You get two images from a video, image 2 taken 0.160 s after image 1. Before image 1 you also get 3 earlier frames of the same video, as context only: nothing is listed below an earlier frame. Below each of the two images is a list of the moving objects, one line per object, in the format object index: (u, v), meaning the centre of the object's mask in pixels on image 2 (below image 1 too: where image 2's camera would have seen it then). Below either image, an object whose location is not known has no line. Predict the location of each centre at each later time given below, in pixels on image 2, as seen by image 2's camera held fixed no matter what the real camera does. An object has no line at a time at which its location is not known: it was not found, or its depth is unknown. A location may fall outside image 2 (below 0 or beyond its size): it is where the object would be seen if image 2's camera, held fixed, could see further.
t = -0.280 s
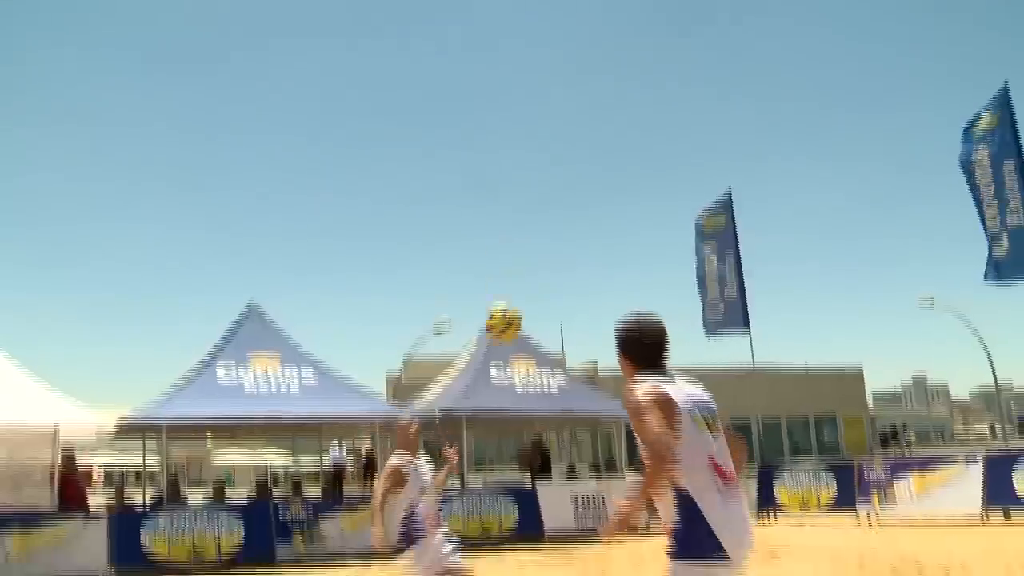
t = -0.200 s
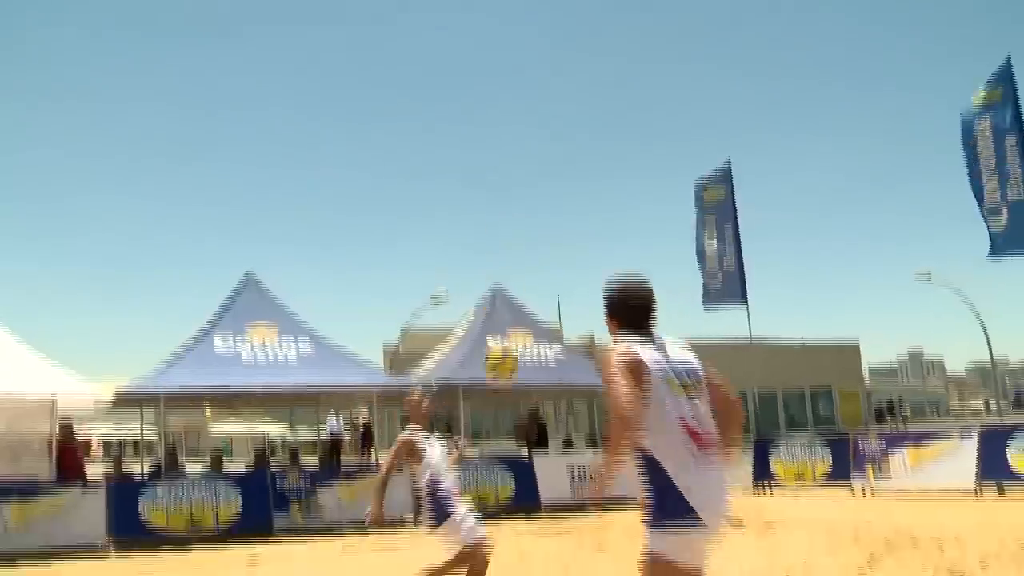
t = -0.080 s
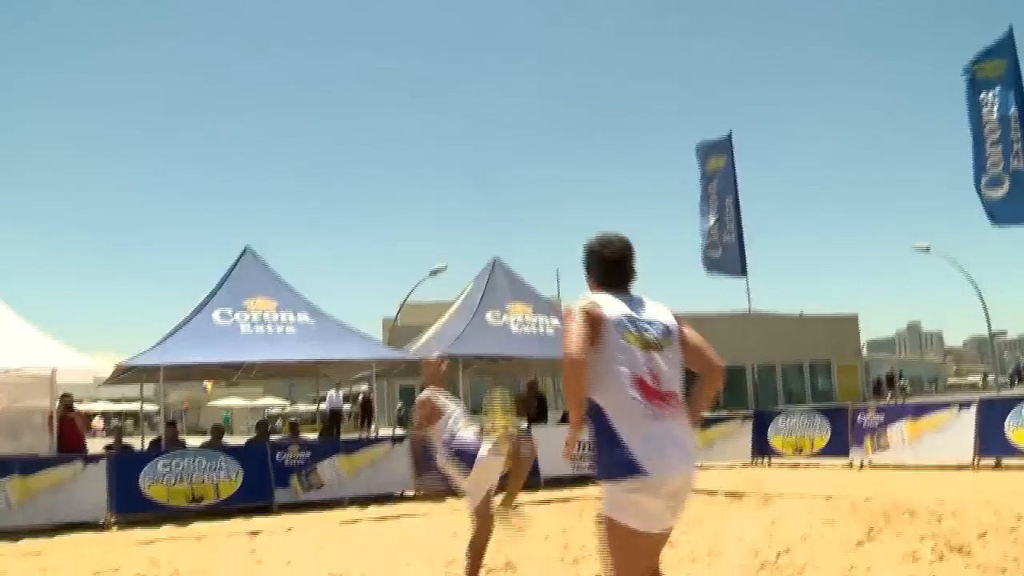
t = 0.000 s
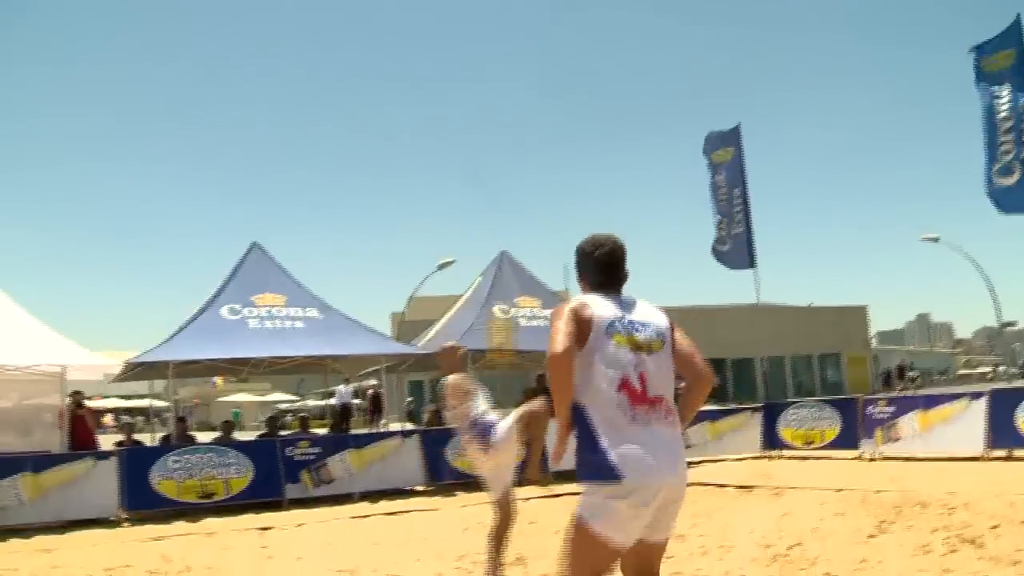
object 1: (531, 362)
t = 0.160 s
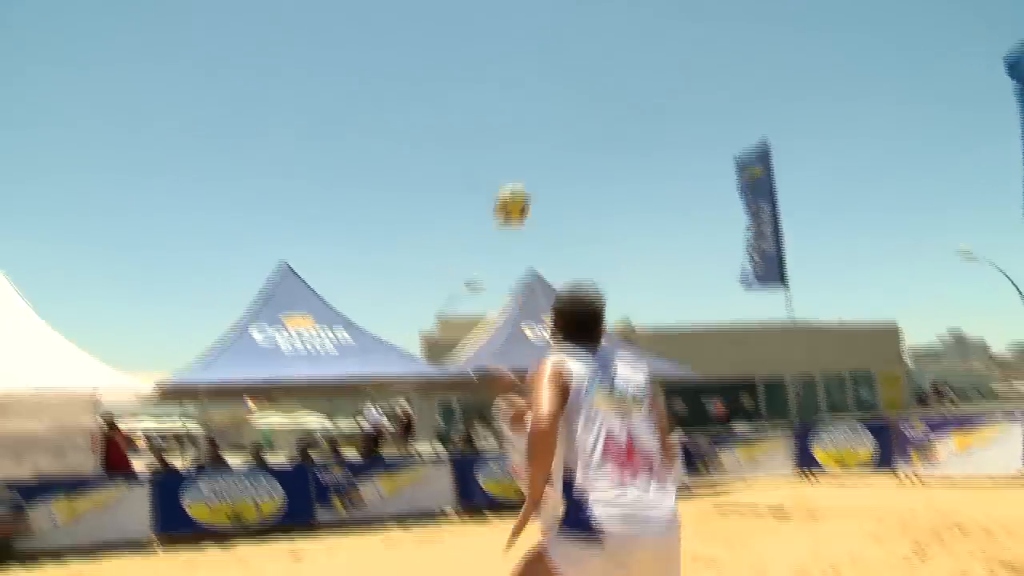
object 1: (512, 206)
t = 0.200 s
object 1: (504, 173)
